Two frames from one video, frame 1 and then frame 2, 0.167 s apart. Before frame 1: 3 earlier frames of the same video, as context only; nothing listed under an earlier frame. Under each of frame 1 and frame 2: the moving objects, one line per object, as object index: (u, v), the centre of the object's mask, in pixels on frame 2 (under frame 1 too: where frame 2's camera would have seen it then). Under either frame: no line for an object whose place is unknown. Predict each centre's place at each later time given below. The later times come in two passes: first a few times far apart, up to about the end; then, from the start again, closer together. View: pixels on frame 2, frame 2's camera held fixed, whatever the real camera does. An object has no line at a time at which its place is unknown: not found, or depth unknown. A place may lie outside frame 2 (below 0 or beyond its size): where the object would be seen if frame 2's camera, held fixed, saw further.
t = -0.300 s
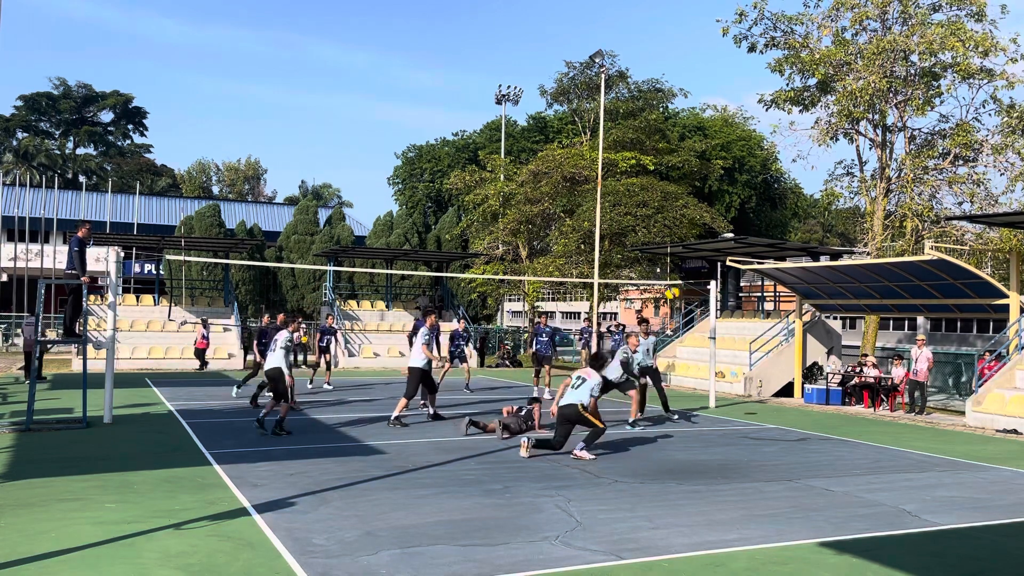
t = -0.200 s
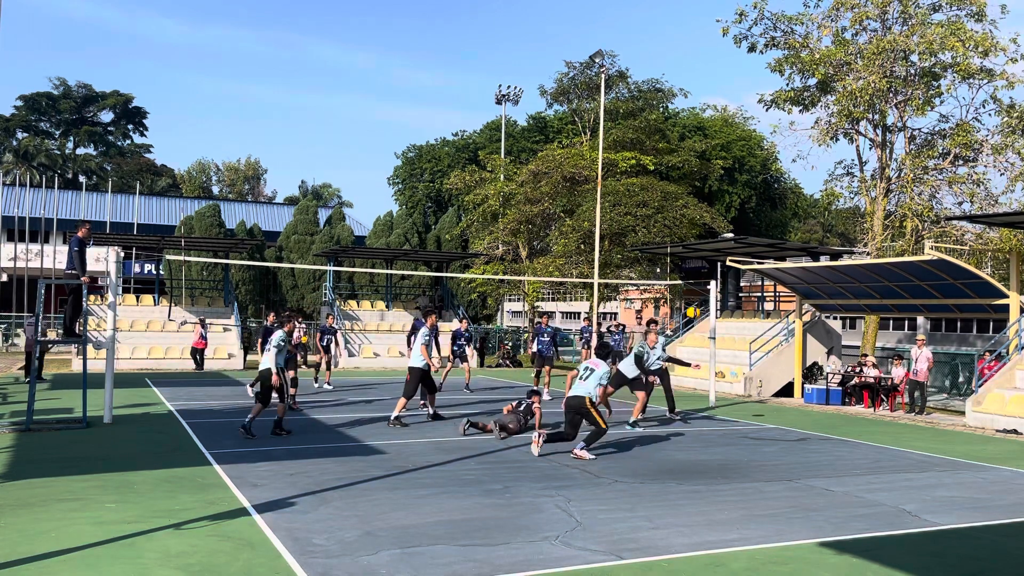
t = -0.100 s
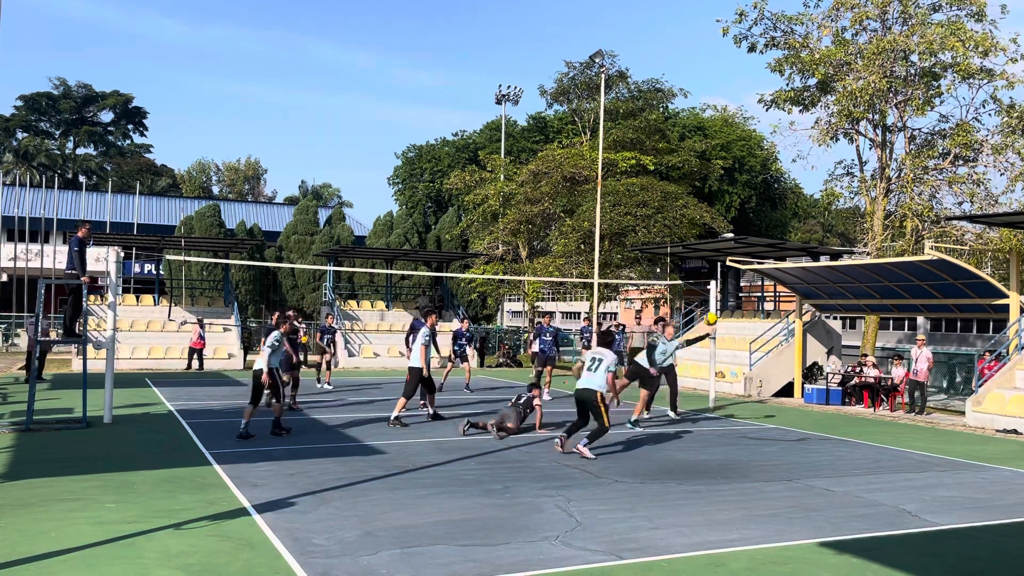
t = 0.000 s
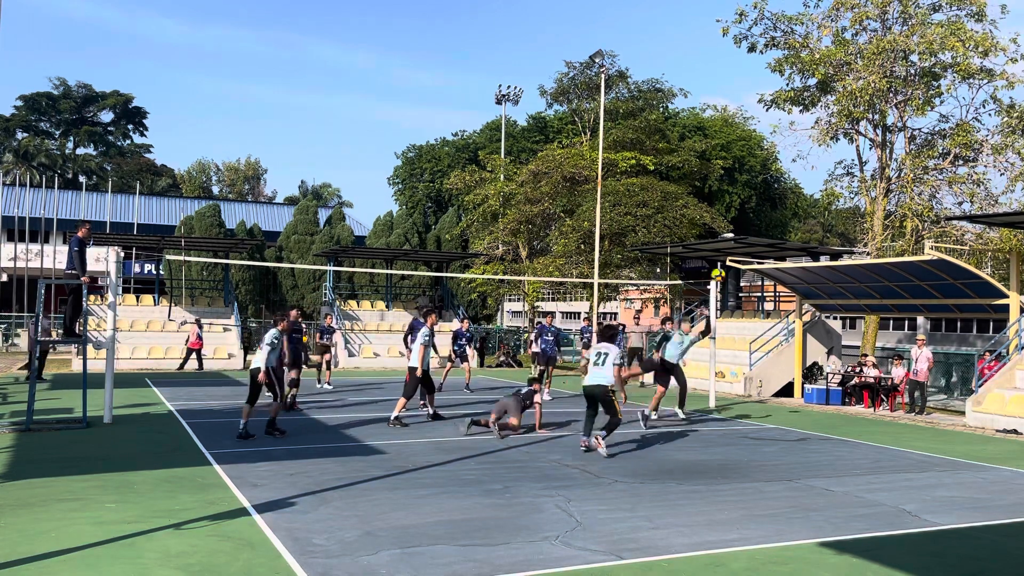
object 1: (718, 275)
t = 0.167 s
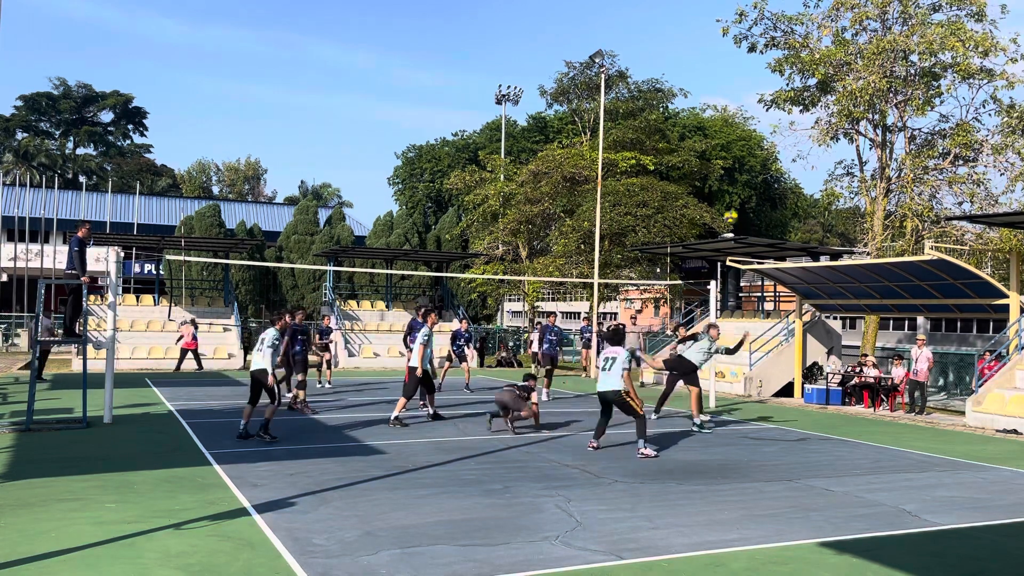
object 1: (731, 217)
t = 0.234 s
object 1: (735, 198)
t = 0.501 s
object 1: (753, 154)
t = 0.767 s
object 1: (770, 155)
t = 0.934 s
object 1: (780, 176)
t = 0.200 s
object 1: (733, 208)
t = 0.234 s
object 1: (735, 198)
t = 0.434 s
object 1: (748, 162)
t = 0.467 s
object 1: (750, 158)
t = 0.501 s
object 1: (753, 154)
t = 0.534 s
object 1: (755, 152)
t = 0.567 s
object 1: (757, 151)
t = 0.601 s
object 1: (759, 150)
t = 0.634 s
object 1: (761, 149)
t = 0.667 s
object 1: (763, 150)
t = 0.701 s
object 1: (767, 150)
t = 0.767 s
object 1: (770, 155)
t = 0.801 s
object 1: (772, 158)
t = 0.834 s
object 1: (774, 160)
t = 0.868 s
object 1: (776, 164)
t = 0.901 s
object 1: (778, 171)
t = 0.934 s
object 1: (780, 176)
